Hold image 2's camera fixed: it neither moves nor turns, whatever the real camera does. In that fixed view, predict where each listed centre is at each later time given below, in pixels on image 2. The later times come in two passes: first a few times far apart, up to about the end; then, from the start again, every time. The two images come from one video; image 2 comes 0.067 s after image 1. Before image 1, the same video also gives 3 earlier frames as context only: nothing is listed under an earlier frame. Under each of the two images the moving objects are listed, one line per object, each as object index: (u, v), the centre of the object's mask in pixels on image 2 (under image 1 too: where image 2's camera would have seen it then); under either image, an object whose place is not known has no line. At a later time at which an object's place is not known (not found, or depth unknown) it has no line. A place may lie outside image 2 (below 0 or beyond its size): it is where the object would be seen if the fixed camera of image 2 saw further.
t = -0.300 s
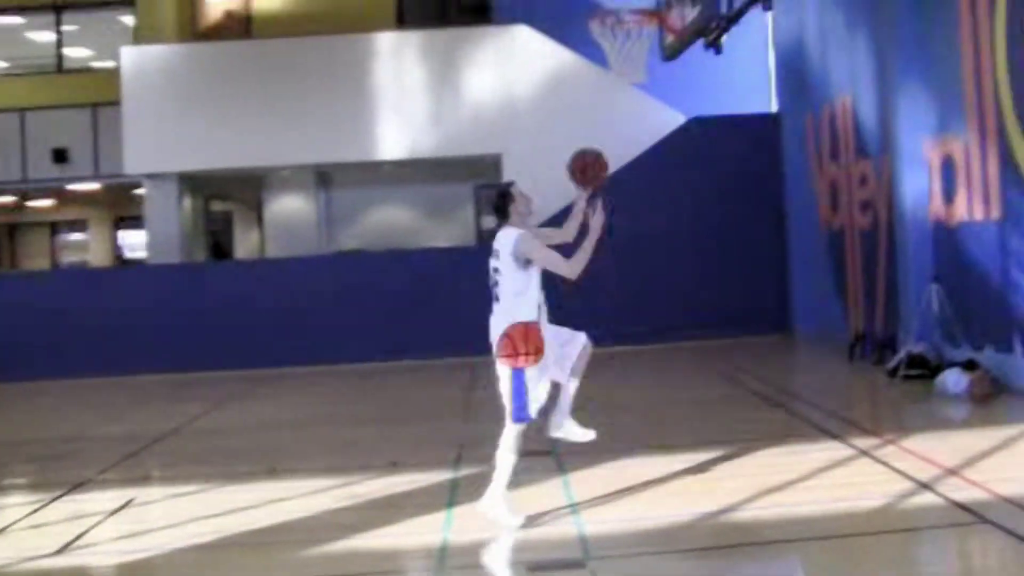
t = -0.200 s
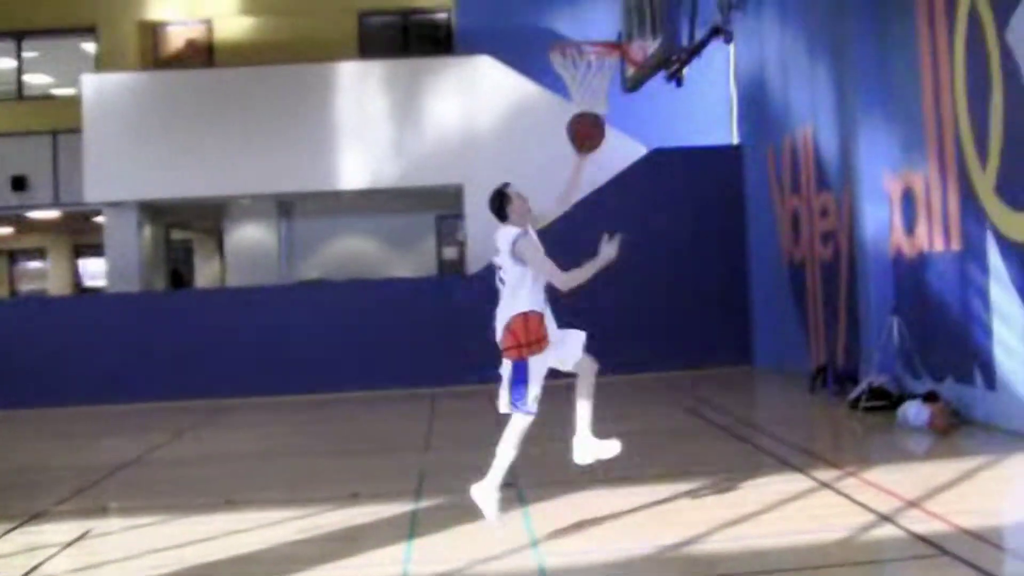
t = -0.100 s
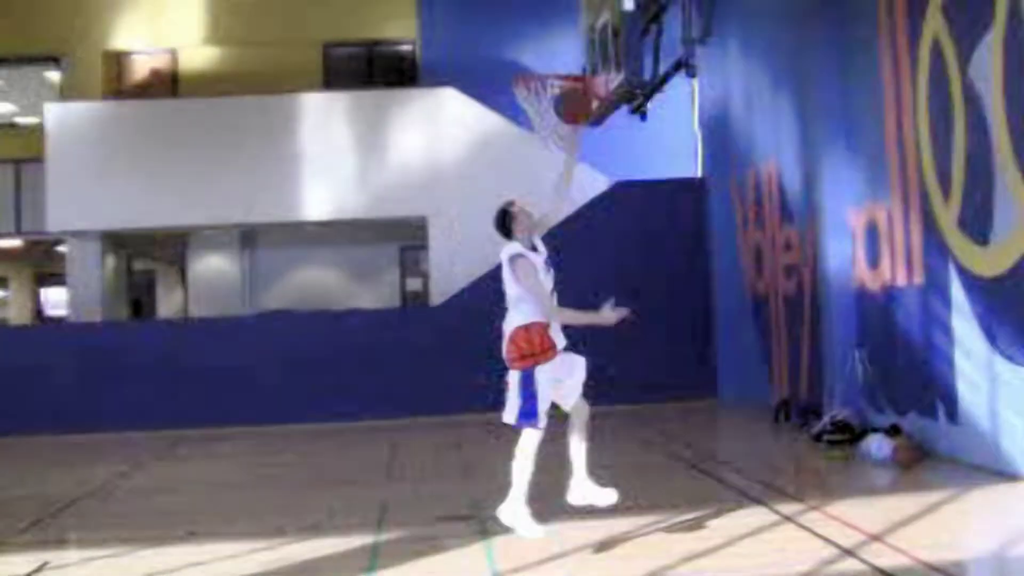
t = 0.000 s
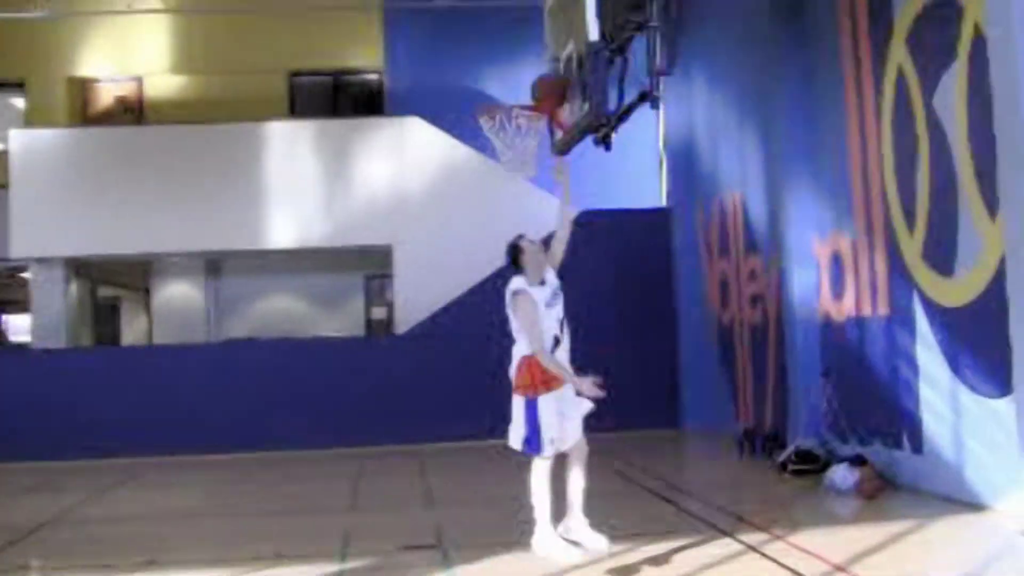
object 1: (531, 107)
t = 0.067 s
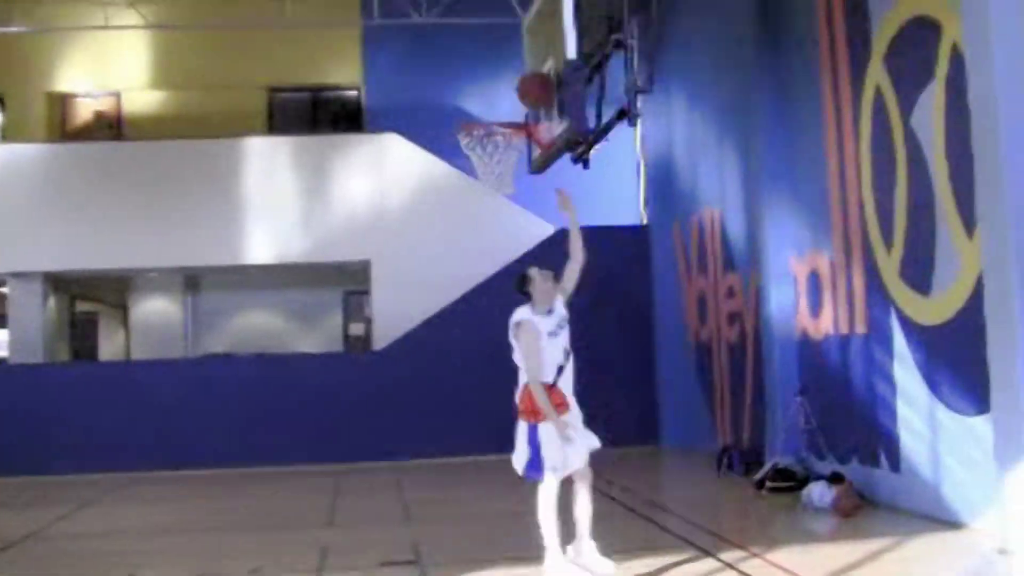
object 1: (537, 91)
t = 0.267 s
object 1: (510, 74)
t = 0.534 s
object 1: (486, 111)
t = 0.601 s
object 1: (486, 131)
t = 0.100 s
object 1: (540, 83)
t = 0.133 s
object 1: (532, 78)
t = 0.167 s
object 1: (526, 74)
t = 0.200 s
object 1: (519, 72)
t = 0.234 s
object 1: (514, 71)
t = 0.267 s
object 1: (510, 74)
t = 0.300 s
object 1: (504, 77)
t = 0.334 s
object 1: (500, 81)
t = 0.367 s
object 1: (495, 88)
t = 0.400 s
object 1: (492, 97)
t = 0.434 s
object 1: (486, 107)
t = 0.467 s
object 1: (487, 108)
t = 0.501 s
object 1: (486, 110)
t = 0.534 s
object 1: (486, 111)
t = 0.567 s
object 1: (486, 114)
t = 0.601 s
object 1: (486, 131)
